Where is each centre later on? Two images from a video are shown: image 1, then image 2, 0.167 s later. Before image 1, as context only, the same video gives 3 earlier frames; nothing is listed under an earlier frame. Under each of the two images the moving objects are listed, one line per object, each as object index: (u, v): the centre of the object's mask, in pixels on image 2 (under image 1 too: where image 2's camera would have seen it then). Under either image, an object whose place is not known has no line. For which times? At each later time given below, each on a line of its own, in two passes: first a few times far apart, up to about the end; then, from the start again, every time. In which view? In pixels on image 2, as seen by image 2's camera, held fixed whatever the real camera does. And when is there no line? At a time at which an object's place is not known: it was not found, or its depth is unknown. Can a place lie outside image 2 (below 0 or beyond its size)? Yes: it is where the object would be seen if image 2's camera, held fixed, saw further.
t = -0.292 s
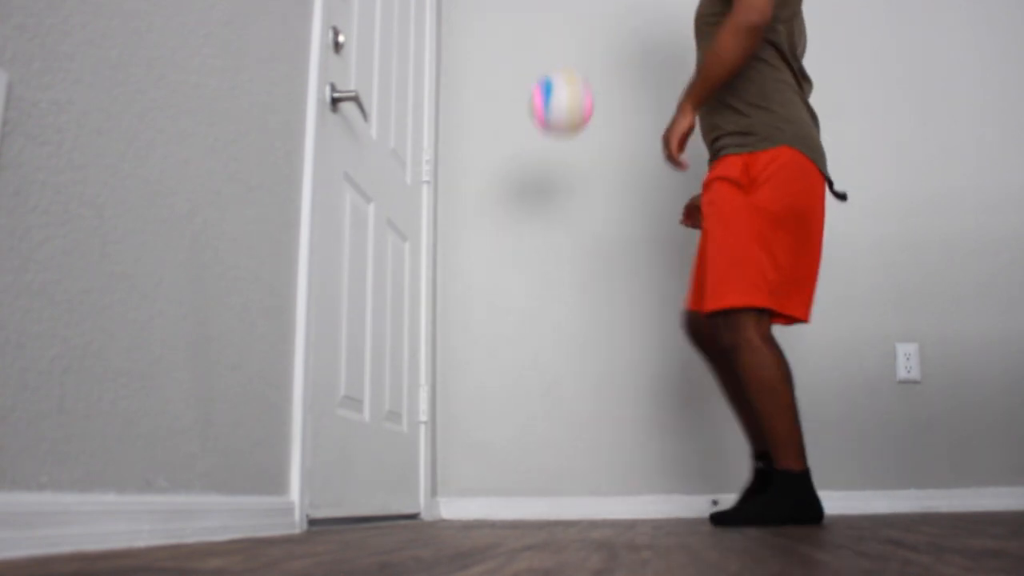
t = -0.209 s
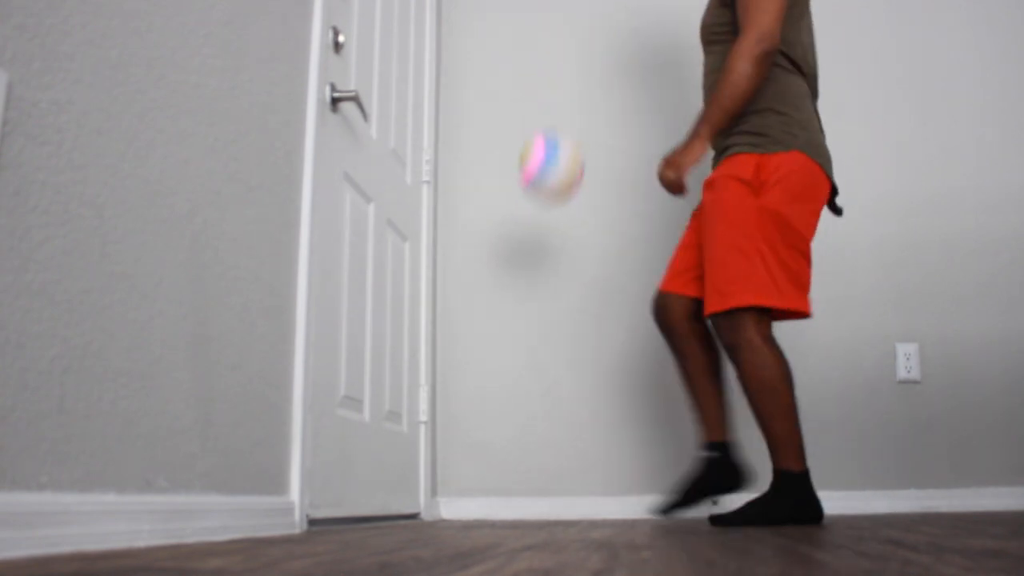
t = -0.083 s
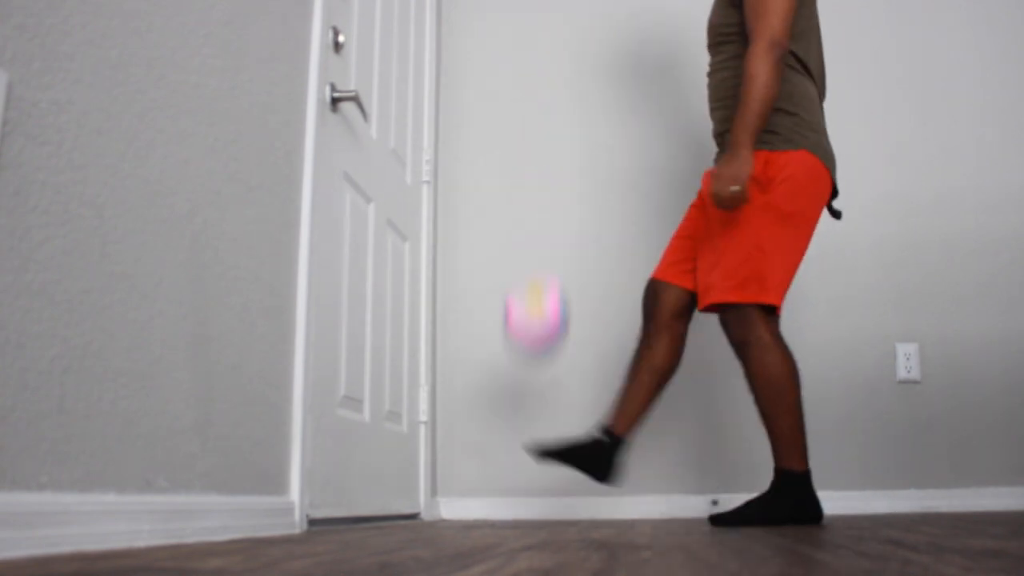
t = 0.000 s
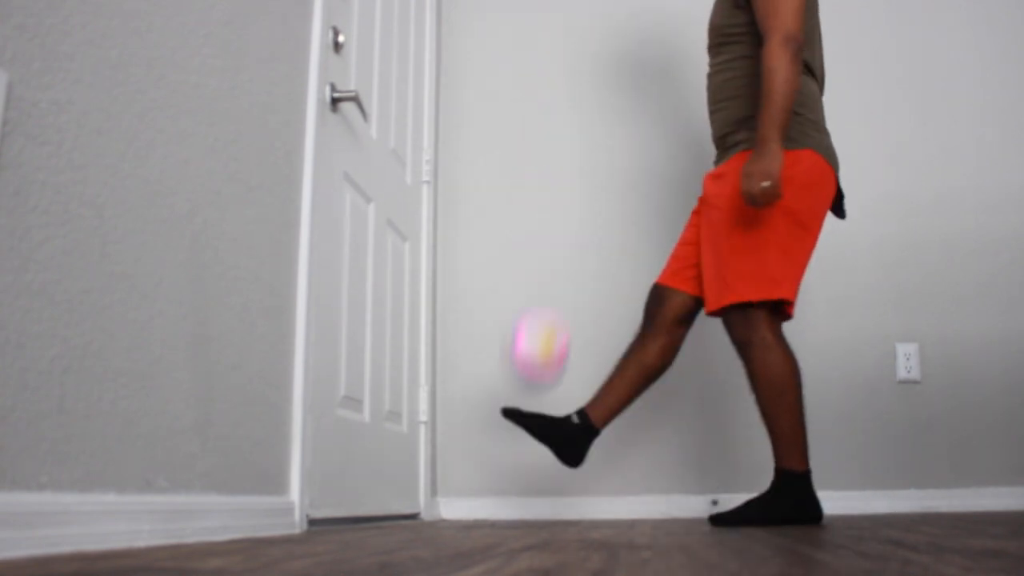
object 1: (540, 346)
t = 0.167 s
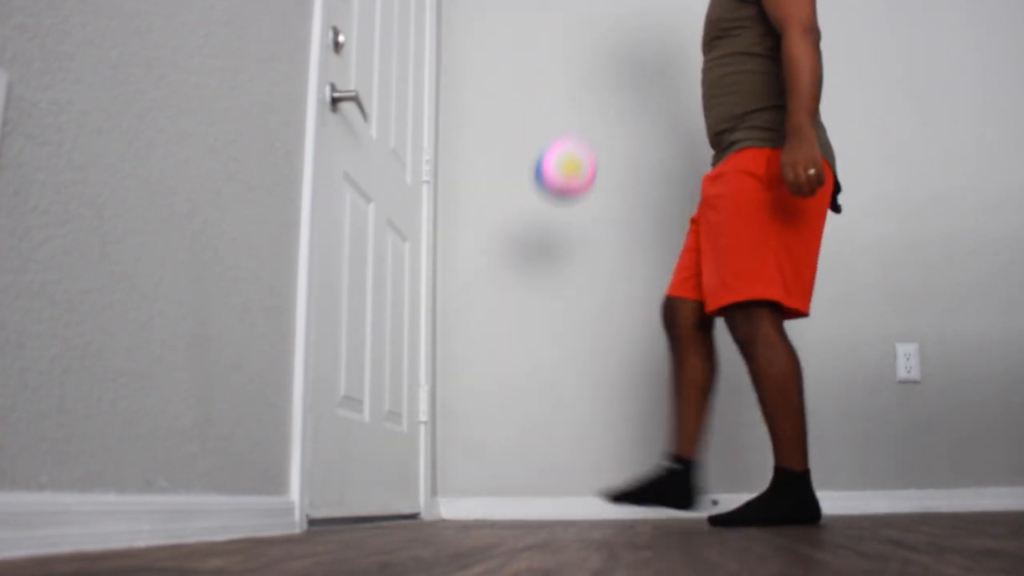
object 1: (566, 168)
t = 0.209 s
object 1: (572, 141)
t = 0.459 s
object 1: (609, 94)
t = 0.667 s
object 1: (648, 199)
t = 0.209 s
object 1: (572, 141)
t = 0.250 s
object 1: (578, 119)
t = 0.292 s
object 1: (584, 104)
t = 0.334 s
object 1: (590, 94)
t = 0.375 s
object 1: (597, 89)
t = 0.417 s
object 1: (603, 89)
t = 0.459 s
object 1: (609, 94)
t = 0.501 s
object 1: (615, 104)
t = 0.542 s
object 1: (623, 119)
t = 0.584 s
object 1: (631, 140)
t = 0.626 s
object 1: (639, 167)
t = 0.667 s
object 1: (648, 199)
